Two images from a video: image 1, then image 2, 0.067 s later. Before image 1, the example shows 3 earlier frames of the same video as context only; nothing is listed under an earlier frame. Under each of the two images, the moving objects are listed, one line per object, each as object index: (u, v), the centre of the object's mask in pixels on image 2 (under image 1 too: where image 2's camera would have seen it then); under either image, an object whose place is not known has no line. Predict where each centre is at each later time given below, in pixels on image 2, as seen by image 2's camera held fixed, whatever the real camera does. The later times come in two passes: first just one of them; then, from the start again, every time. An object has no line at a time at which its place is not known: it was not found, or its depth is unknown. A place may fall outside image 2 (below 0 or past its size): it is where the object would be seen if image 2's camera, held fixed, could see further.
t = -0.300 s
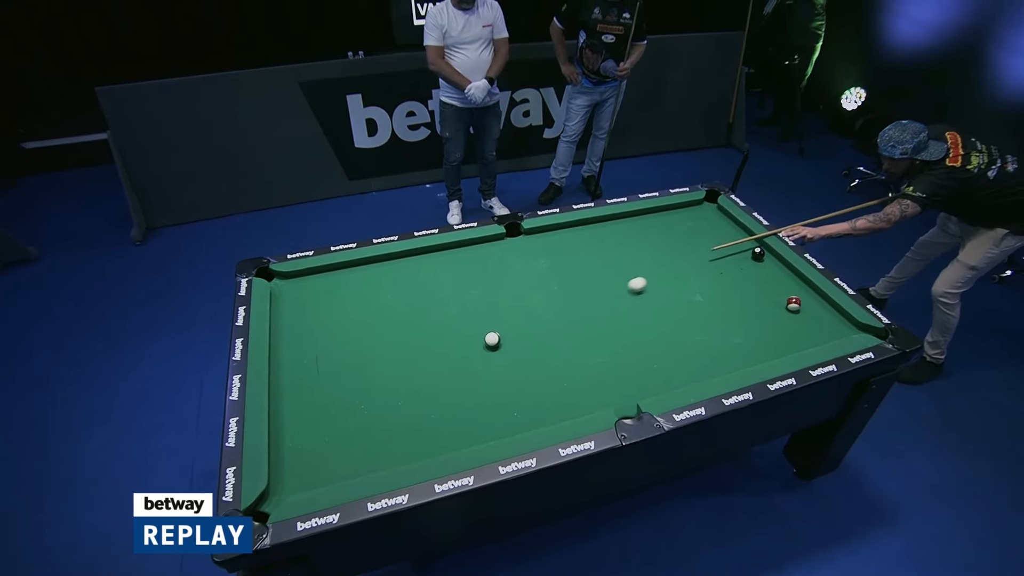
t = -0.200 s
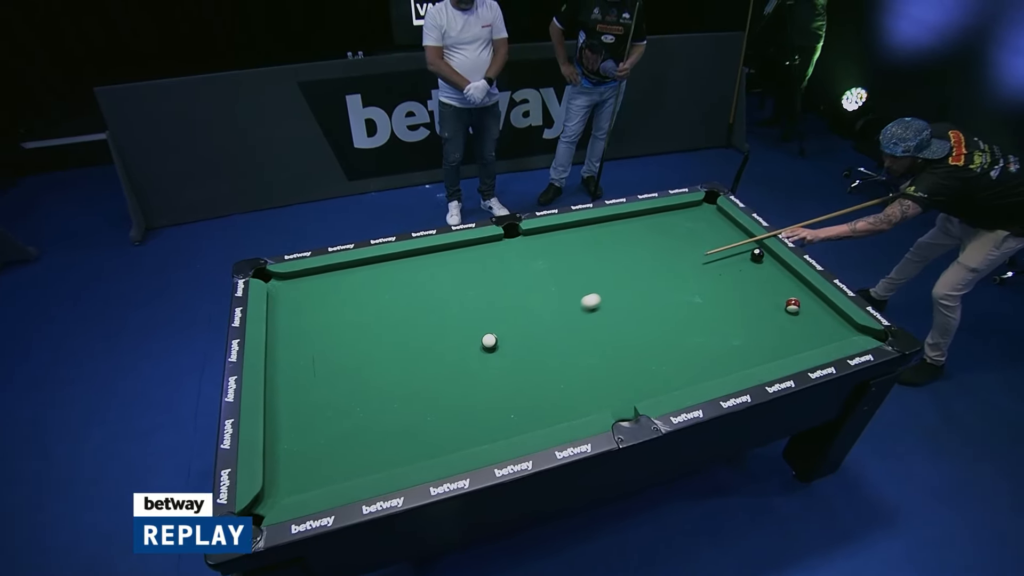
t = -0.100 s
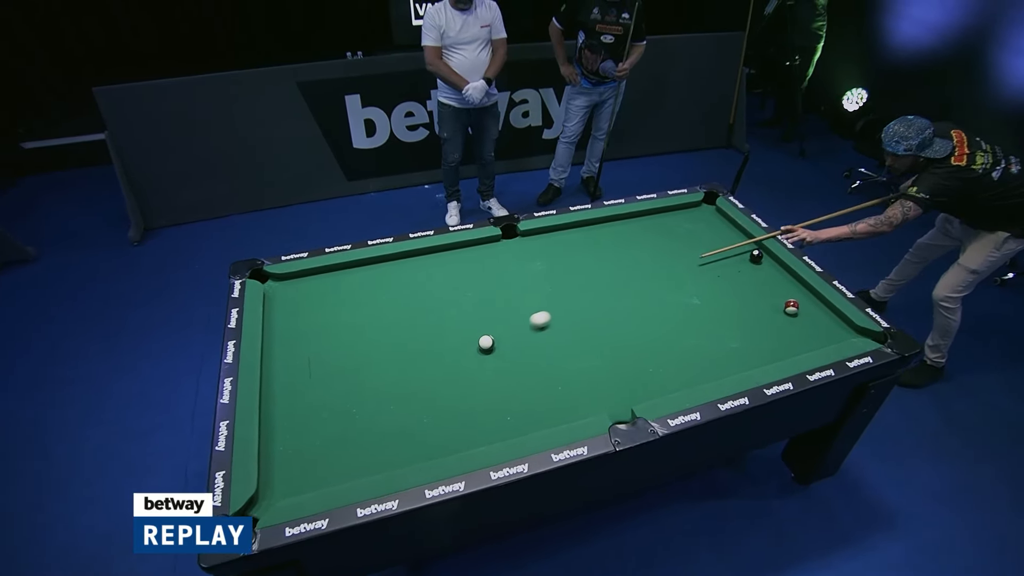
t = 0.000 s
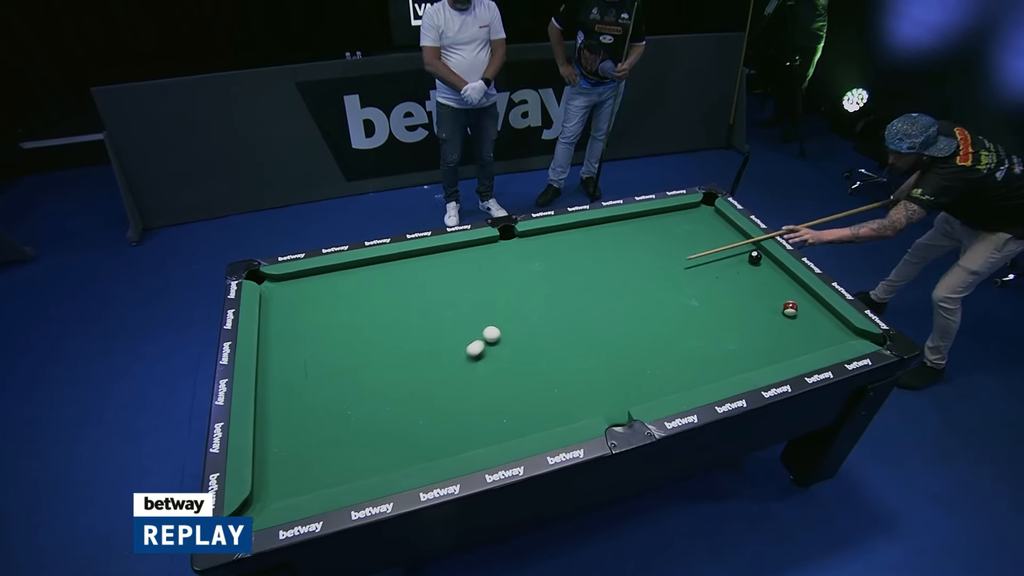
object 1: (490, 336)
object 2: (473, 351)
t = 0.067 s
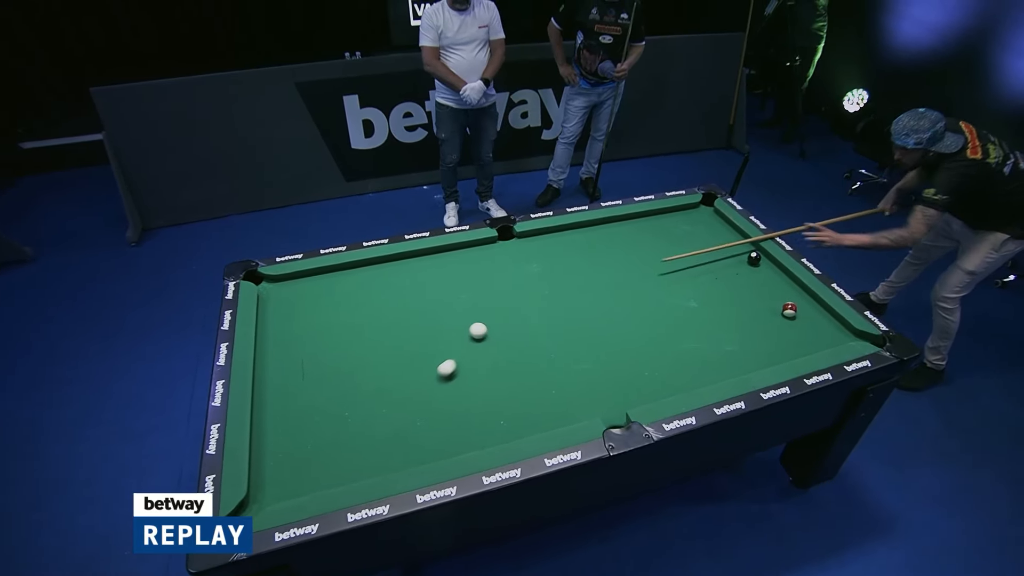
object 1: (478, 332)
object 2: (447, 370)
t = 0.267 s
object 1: (433, 326)
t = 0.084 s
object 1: (475, 331)
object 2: (440, 375)
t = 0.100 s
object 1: (472, 330)
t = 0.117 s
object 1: (468, 329)
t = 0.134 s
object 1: (465, 329)
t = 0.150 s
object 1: (461, 328)
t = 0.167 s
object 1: (457, 328)
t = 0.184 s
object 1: (453, 327)
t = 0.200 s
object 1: (449, 327)
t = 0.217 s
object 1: (445, 327)
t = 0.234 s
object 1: (441, 327)
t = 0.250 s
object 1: (437, 326)
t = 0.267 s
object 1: (433, 326)
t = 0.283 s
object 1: (429, 326)
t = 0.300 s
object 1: (425, 325)
